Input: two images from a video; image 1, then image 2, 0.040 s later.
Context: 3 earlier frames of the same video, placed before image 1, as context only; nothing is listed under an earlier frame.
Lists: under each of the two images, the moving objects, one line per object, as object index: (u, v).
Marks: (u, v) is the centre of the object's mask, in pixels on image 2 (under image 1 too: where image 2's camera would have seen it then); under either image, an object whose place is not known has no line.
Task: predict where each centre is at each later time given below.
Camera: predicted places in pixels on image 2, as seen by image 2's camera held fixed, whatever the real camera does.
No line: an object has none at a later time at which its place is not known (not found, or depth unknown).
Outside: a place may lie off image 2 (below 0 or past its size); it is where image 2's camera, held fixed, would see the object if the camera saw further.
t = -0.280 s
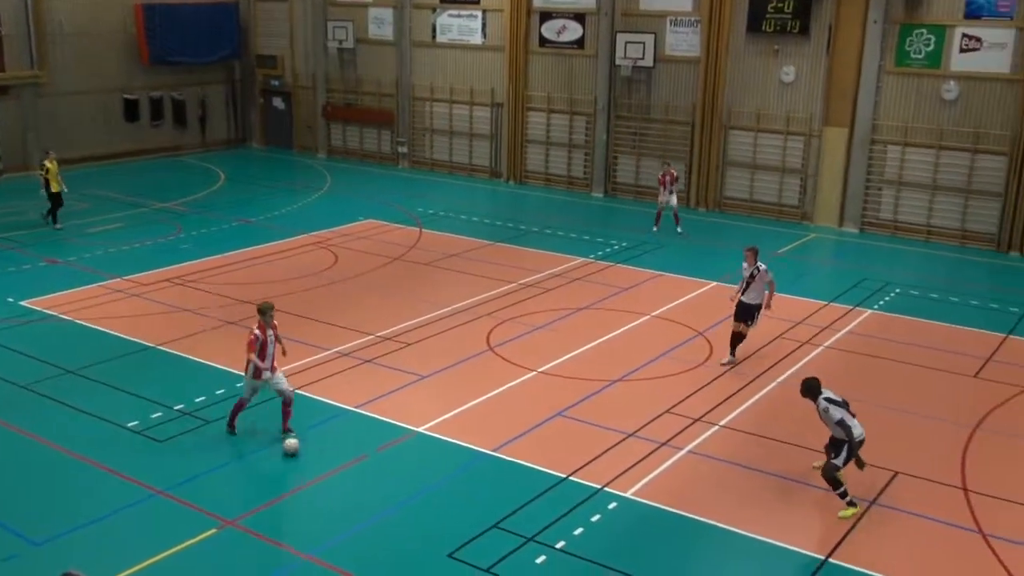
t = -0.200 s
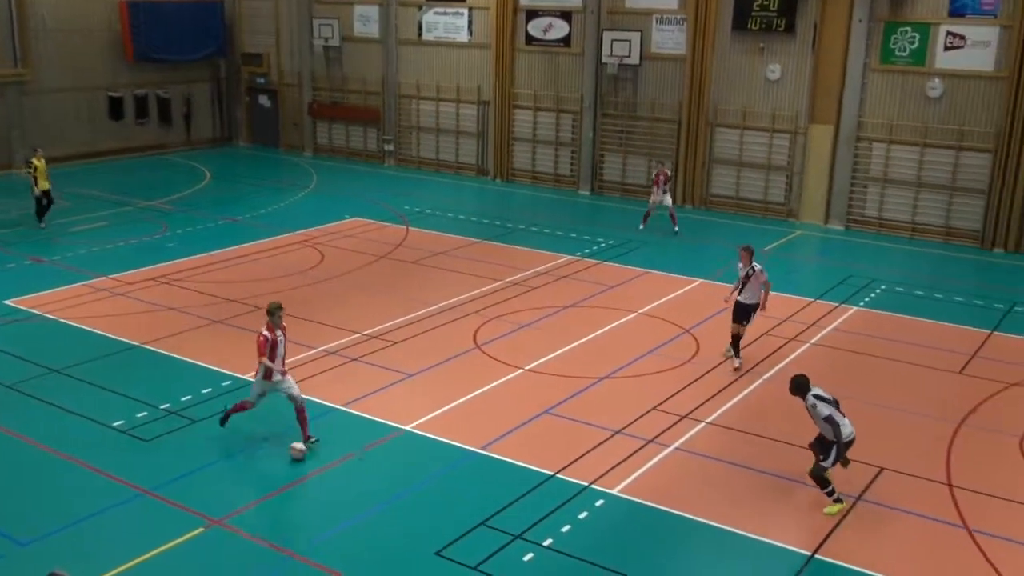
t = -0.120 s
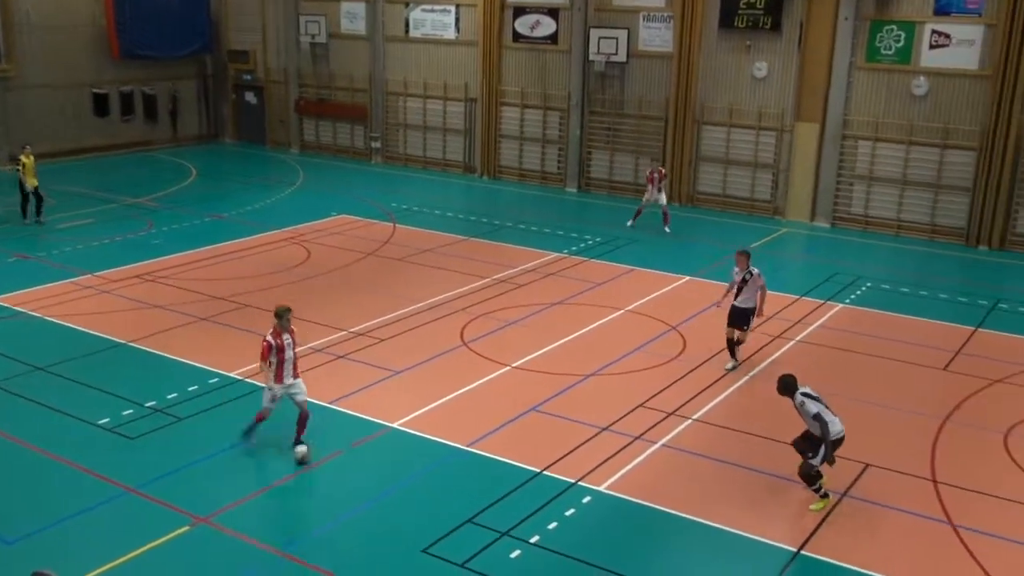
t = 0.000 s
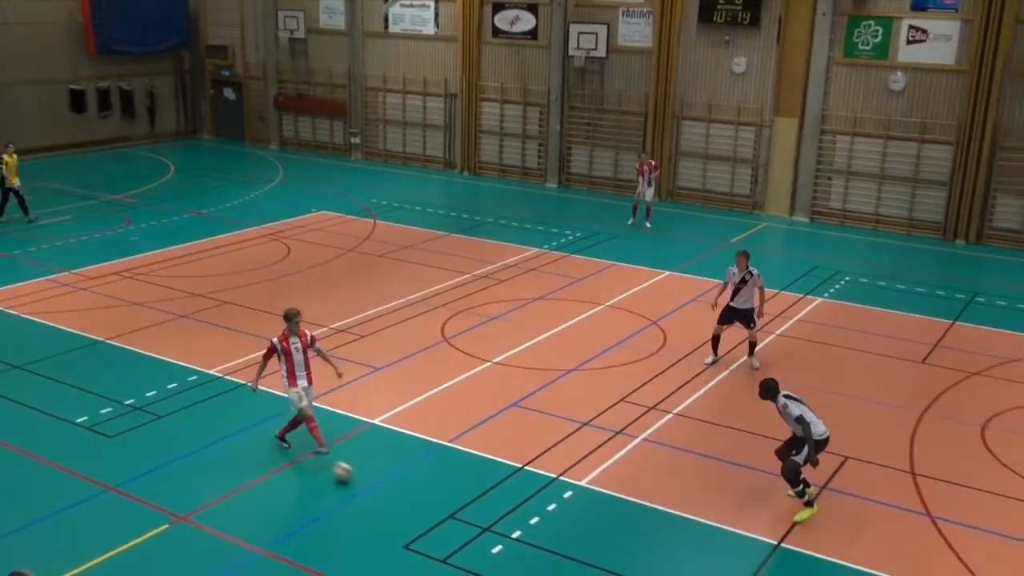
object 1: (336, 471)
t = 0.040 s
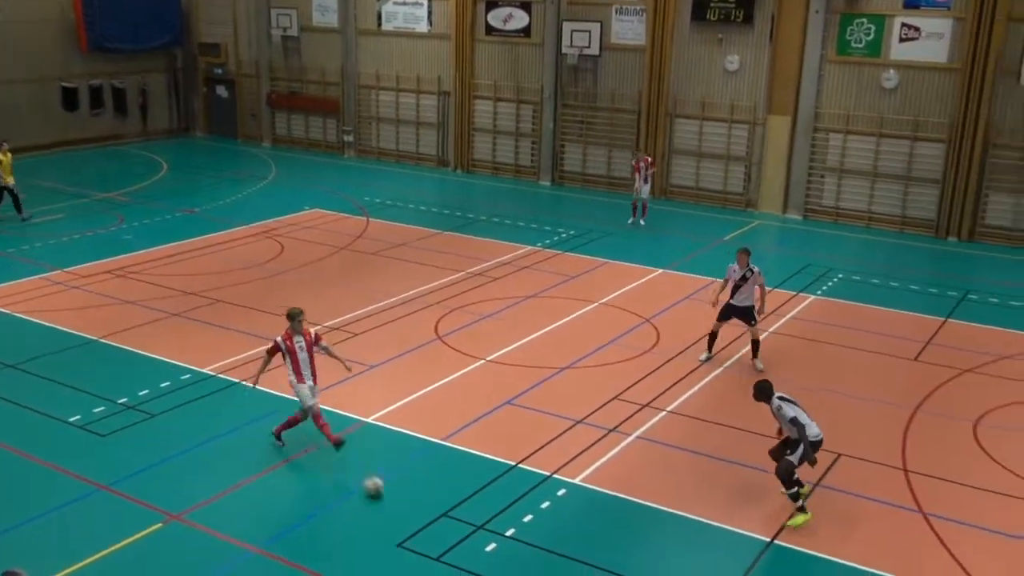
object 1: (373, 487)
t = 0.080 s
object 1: (413, 503)
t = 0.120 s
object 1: (454, 519)
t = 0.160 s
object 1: (496, 539)
